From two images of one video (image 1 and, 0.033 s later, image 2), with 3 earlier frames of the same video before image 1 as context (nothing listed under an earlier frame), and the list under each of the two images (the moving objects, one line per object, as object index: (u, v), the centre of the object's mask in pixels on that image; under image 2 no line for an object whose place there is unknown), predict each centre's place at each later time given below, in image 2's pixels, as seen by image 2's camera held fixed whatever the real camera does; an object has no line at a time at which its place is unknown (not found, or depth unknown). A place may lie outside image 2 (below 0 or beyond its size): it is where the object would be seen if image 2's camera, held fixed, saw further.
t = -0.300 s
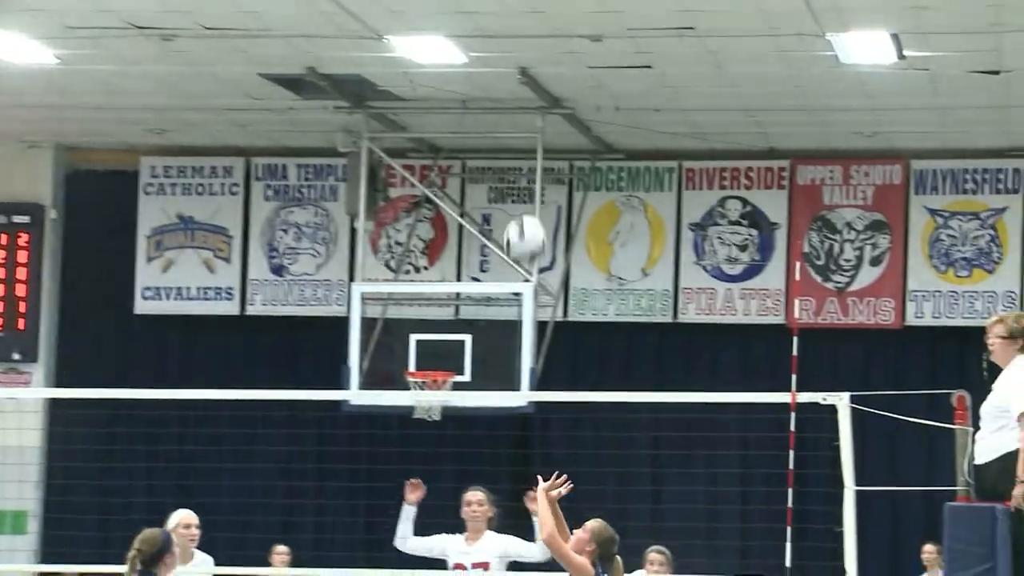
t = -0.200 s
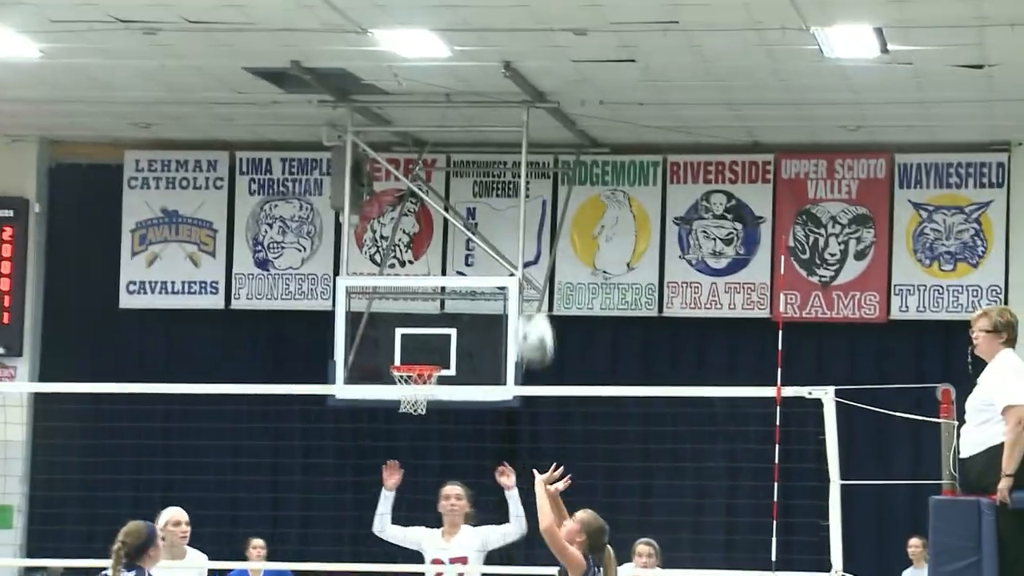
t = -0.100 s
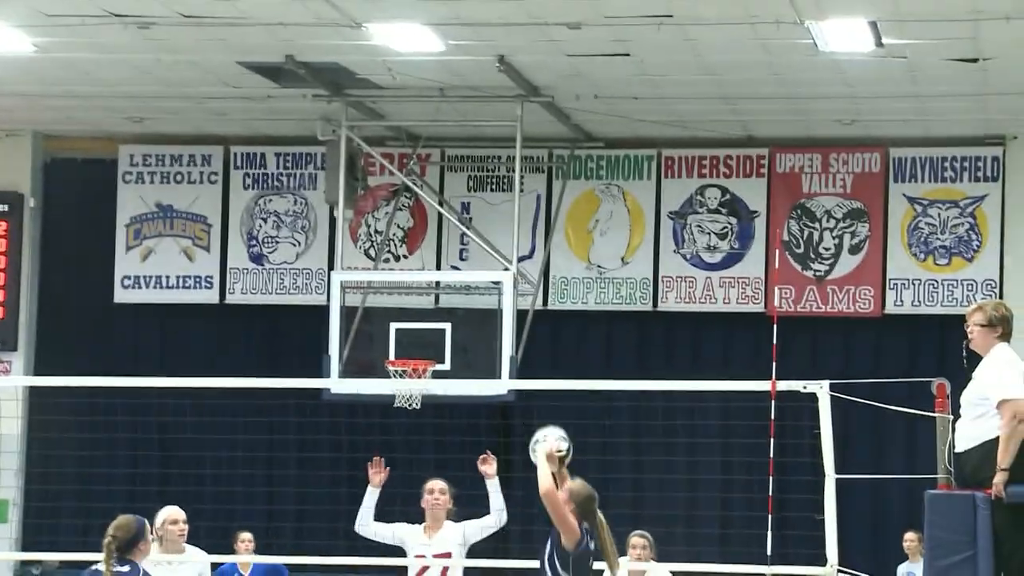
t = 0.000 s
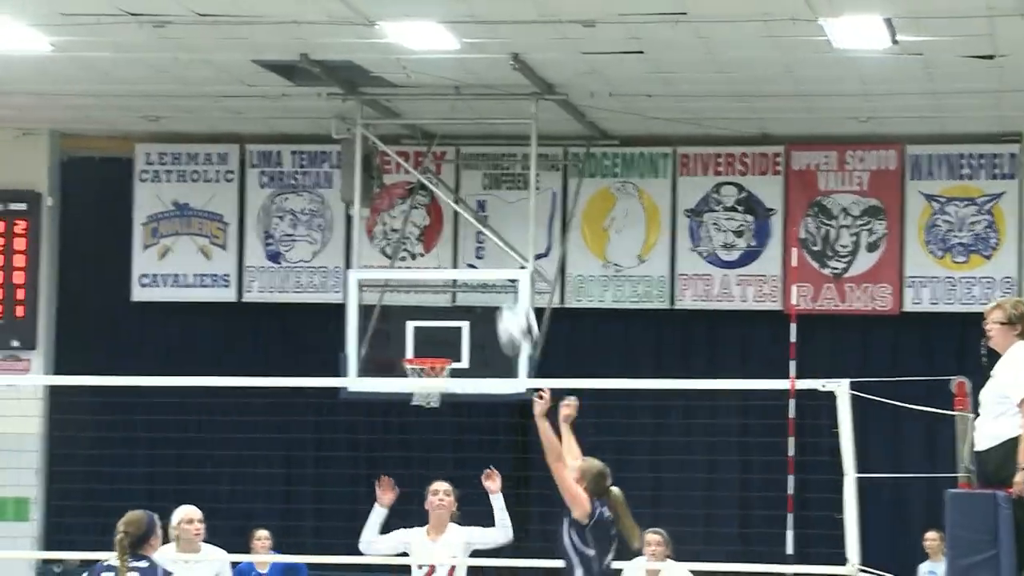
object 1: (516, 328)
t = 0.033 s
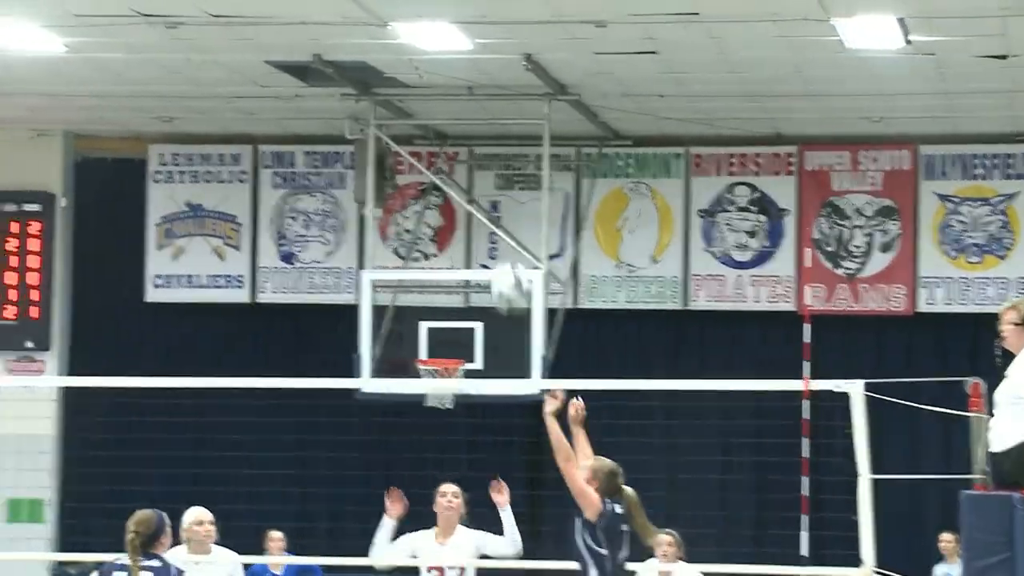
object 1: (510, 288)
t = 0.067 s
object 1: (490, 248)
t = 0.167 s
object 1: (429, 147)
